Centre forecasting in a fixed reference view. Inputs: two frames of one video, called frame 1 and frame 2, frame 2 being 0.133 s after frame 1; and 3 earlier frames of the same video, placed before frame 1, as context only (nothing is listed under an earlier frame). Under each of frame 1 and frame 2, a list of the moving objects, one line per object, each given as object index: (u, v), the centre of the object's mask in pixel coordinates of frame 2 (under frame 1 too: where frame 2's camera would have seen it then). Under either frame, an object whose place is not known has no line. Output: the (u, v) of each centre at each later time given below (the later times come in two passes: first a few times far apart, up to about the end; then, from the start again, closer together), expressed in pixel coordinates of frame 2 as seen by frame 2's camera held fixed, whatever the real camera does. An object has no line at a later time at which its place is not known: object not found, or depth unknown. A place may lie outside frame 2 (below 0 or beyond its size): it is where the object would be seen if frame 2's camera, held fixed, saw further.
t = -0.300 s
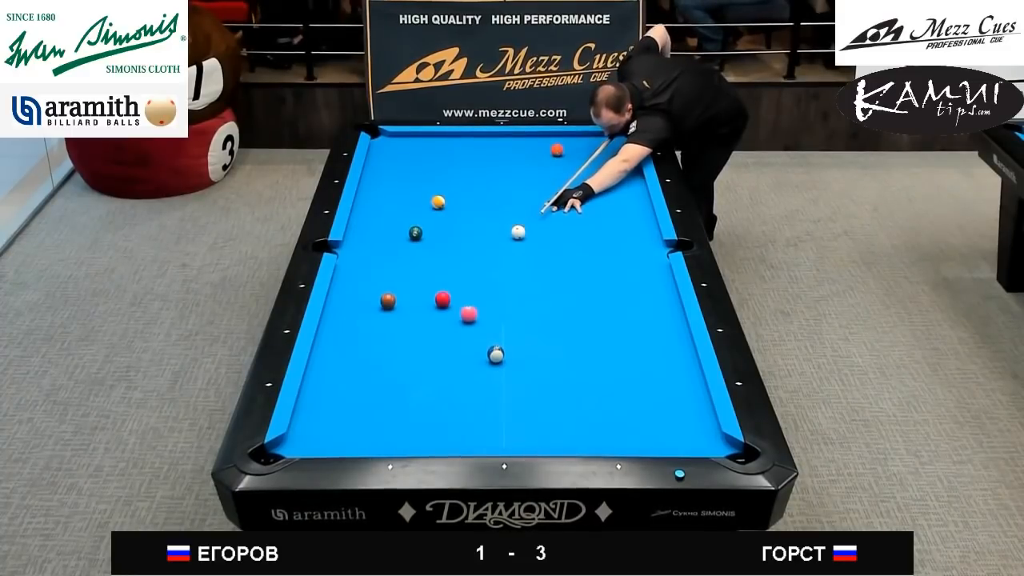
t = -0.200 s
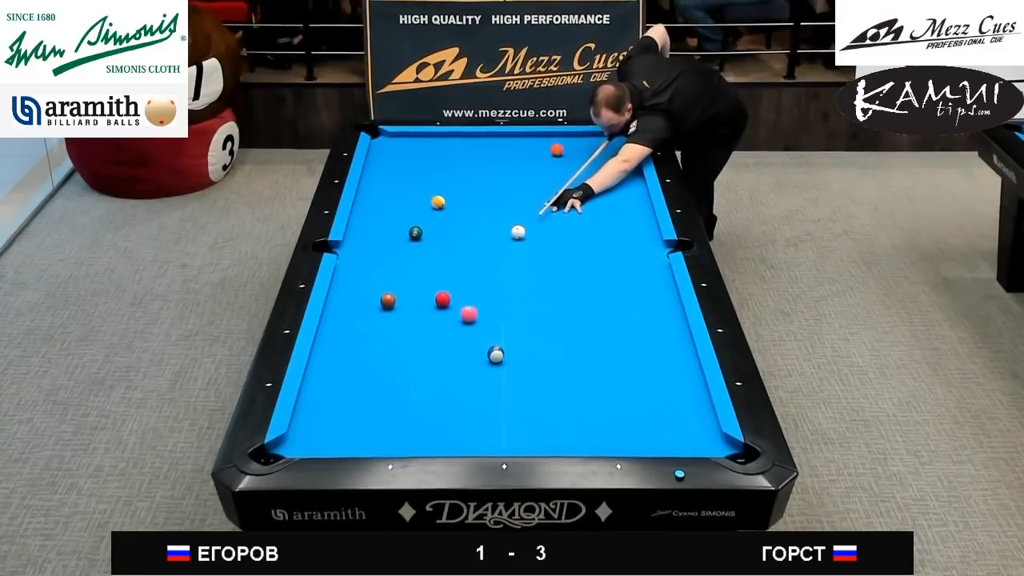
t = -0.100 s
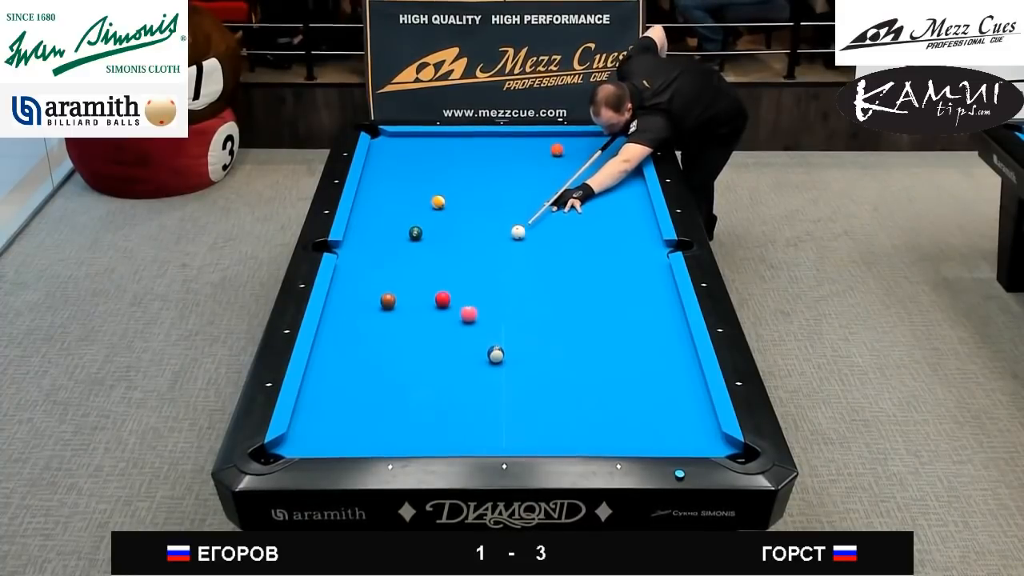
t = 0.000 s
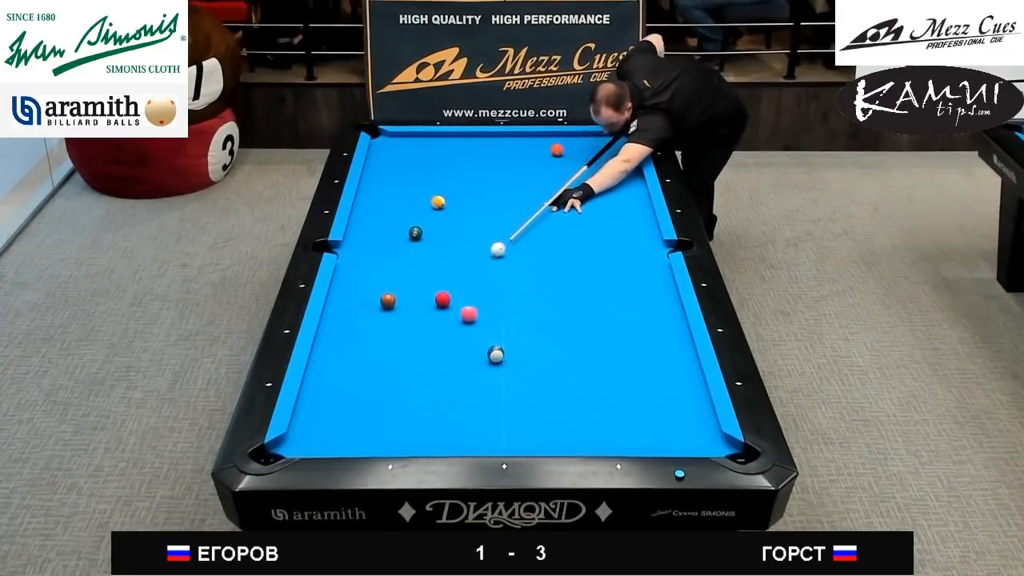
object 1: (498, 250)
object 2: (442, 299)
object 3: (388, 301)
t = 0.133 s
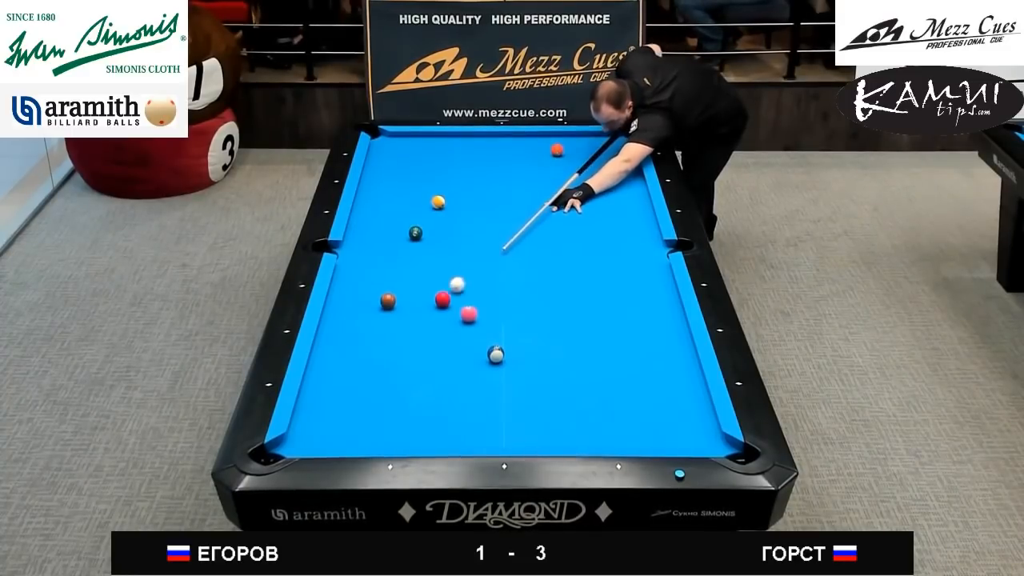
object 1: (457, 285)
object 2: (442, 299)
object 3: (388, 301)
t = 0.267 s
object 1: (441, 292)
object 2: (418, 328)
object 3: (388, 301)
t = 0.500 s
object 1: (427, 293)
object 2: (368, 387)
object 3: (388, 301)
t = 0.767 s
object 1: (412, 293)
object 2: (315, 436)
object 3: (388, 301)
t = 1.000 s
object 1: (401, 293)
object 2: (308, 402)
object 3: (388, 301)
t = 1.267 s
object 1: (389, 290)
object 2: (331, 372)
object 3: (388, 301)
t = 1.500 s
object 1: (378, 292)
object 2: (349, 350)
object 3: (388, 301)
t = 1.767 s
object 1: (370, 293)
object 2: (368, 327)
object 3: (388, 301)
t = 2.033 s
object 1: (362, 293)
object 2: (384, 308)
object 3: (389, 297)
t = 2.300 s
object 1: (356, 293)
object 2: (391, 304)
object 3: (394, 287)
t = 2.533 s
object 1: (351, 294)
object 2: (397, 302)
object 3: (398, 277)
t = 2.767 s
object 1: (348, 294)
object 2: (402, 299)
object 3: (402, 268)
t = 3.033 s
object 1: (346, 294)
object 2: (406, 298)
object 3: (406, 259)
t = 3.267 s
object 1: (345, 294)
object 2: (409, 296)
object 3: (409, 252)
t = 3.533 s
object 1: (345, 295)
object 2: (411, 295)
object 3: (412, 246)
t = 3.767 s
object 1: (345, 294)
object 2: (411, 295)
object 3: (415, 240)
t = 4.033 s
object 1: (345, 294)
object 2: (411, 295)
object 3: (417, 238)
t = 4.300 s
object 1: (345, 295)
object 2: (411, 295)
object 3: (419, 238)
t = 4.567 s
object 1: (345, 295)
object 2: (411, 295)
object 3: (420, 237)
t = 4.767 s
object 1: (345, 295)
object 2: (411, 295)
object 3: (419, 237)
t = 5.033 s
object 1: (345, 295)
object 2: (411, 295)
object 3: (419, 237)
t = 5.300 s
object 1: (345, 295)
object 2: (411, 295)
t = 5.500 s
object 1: (345, 295)
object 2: (411, 295)
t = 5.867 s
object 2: (411, 295)
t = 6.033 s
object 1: (345, 295)
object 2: (411, 295)
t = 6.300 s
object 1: (345, 295)
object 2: (411, 295)
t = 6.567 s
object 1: (345, 295)
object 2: (411, 295)
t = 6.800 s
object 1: (345, 295)
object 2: (411, 295)
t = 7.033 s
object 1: (345, 295)
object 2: (411, 295)
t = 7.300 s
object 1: (345, 295)
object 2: (411, 295)
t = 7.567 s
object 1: (345, 295)
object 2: (411, 295)
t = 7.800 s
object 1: (345, 295)
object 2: (411, 295)
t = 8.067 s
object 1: (345, 295)
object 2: (411, 295)
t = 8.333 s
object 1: (345, 295)
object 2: (411, 295)
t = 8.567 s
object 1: (345, 295)
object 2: (411, 295)
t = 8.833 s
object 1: (345, 295)
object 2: (411, 295)
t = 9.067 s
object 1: (345, 295)
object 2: (411, 295)
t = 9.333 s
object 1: (345, 294)
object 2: (411, 295)
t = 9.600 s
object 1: (345, 295)
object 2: (411, 295)
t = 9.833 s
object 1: (345, 295)
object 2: (411, 295)
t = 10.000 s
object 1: (345, 295)
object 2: (411, 295)
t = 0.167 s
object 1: (449, 291)
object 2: (441, 301)
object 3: (388, 301)
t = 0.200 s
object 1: (446, 292)
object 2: (433, 309)
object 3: (388, 301)
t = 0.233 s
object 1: (443, 292)
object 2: (426, 318)
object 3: (388, 301)
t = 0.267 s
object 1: (441, 292)
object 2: (418, 328)
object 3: (388, 301)
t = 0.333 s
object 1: (437, 292)
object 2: (403, 345)
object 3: (388, 301)
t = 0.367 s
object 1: (435, 292)
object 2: (396, 354)
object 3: (388, 301)
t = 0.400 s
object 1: (433, 292)
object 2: (389, 362)
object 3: (388, 301)
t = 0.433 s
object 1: (431, 292)
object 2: (382, 370)
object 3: (388, 301)
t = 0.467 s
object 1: (429, 292)
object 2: (375, 379)
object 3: (388, 301)
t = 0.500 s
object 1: (427, 293)
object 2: (368, 387)
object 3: (388, 301)
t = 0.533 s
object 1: (425, 293)
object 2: (361, 396)
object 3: (388, 301)
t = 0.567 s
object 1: (423, 293)
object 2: (354, 404)
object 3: (388, 301)
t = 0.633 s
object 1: (420, 293)
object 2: (339, 421)
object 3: (388, 301)
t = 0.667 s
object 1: (418, 293)
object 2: (332, 430)
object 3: (388, 301)
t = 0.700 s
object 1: (416, 293)
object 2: (323, 439)
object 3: (388, 301)
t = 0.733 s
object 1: (414, 293)
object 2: (317, 441)
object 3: (388, 301)
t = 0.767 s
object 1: (412, 293)
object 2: (315, 436)
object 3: (388, 301)
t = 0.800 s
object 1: (411, 293)
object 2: (313, 430)
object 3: (388, 301)
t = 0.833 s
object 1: (409, 293)
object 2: (311, 424)
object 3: (388, 301)
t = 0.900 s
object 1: (406, 293)
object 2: (305, 414)
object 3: (388, 301)
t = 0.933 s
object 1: (404, 293)
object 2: (303, 410)
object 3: (388, 301)
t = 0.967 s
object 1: (403, 293)
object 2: (304, 405)
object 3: (388, 301)
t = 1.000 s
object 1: (401, 293)
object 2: (308, 402)
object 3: (388, 301)
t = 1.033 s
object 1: (400, 292)
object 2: (311, 398)
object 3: (388, 301)
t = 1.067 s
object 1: (398, 292)
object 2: (314, 394)
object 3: (388, 301)
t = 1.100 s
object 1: (397, 292)
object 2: (317, 390)
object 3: (388, 301)
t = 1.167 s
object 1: (394, 291)
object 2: (323, 383)
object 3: (388, 301)
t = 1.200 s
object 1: (393, 291)
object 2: (325, 379)
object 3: (388, 301)
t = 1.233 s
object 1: (391, 290)
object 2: (328, 376)
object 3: (388, 301)
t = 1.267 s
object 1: (389, 290)
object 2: (331, 372)
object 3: (388, 301)
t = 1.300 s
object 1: (388, 290)
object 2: (334, 369)
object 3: (388, 301)
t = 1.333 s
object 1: (386, 290)
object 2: (336, 366)
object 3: (388, 301)
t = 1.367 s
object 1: (384, 290)
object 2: (339, 363)
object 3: (388, 301)
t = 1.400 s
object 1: (382, 291)
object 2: (342, 360)
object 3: (387, 301)
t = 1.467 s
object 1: (380, 292)
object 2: (346, 353)
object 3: (388, 301)
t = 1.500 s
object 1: (378, 292)
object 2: (349, 350)
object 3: (388, 301)
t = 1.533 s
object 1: (377, 292)
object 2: (352, 347)
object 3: (388, 301)
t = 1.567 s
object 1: (376, 293)
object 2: (354, 344)
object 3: (388, 301)
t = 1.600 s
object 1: (375, 293)
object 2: (356, 341)
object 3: (388, 301)
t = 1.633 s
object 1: (374, 293)
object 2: (359, 338)
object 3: (388, 301)
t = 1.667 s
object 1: (373, 293)
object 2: (361, 335)
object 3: (388, 301)
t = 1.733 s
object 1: (371, 293)
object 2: (366, 330)
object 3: (388, 301)
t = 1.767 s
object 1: (370, 293)
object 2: (368, 327)
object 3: (388, 301)
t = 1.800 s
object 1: (369, 293)
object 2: (370, 324)
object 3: (388, 301)
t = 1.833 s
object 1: (368, 293)
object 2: (372, 322)
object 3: (388, 301)
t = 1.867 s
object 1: (367, 293)
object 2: (374, 319)
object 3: (388, 301)
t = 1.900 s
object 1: (366, 293)
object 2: (376, 316)
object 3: (388, 301)
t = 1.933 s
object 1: (365, 293)
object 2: (378, 314)
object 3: (388, 300)
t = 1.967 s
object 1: (364, 293)
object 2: (381, 311)
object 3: (388, 300)
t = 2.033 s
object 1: (362, 293)
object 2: (384, 308)
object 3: (389, 297)
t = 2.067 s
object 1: (361, 293)
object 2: (384, 308)
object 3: (390, 296)
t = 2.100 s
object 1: (360, 293)
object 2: (386, 307)
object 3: (390, 294)
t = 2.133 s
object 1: (360, 293)
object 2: (387, 307)
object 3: (391, 293)
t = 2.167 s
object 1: (359, 293)
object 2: (388, 306)
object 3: (392, 292)
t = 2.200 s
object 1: (358, 293)
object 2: (388, 306)
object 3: (392, 291)
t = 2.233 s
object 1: (357, 293)
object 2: (389, 305)
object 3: (393, 289)
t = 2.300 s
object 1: (356, 293)
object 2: (391, 304)
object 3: (394, 287)
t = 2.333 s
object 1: (355, 294)
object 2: (392, 304)
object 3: (394, 285)
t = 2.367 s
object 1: (354, 294)
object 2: (393, 304)
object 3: (395, 284)
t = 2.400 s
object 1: (354, 294)
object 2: (394, 303)
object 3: (396, 282)
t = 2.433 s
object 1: (353, 294)
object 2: (395, 303)
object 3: (396, 281)
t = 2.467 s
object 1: (352, 294)
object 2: (395, 303)
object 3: (397, 280)
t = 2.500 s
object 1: (352, 294)
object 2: (396, 302)
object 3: (398, 278)
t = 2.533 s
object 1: (351, 294)
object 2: (397, 302)
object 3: (398, 277)
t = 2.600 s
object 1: (350, 294)
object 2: (398, 301)
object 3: (399, 275)
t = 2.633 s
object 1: (350, 294)
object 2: (399, 301)
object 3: (400, 273)
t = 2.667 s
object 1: (350, 294)
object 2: (400, 300)
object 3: (400, 272)
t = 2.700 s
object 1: (349, 294)
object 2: (400, 300)
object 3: (401, 271)
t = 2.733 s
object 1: (348, 294)
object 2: (401, 299)
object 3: (401, 270)
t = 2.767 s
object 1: (348, 294)
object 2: (402, 299)
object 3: (402, 268)
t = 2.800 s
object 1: (348, 294)
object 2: (402, 299)
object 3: (402, 267)
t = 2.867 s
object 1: (347, 294)
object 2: (403, 299)
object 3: (403, 265)
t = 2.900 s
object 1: (347, 294)
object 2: (404, 298)
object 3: (404, 264)
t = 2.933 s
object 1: (347, 294)
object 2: (404, 298)
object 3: (404, 263)
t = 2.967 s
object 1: (346, 294)
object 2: (405, 298)
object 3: (405, 262)
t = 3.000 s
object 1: (346, 294)
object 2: (405, 298)
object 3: (405, 261)
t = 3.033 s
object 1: (346, 294)
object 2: (406, 298)
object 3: (406, 259)
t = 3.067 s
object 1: (346, 294)
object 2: (406, 297)
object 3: (406, 258)
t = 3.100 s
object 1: (346, 294)
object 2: (407, 297)
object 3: (407, 258)
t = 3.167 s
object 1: (345, 294)
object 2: (408, 297)
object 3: (408, 256)
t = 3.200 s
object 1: (345, 294)
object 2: (408, 296)
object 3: (408, 254)
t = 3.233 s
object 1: (345, 294)
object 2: (408, 296)
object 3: (409, 253)
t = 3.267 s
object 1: (345, 294)
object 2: (409, 296)
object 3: (409, 252)
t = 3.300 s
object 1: (345, 294)
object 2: (409, 296)
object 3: (410, 252)
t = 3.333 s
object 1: (345, 294)
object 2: (409, 296)
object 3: (410, 251)
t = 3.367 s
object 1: (345, 294)
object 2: (409, 295)
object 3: (410, 250)
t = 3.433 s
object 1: (345, 294)
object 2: (410, 295)
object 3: (411, 248)
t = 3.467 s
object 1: (345, 294)
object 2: (410, 295)
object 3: (412, 247)
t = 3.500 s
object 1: (345, 295)
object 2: (410, 295)
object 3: (412, 246)
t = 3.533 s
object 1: (345, 295)
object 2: (411, 295)
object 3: (412, 246)
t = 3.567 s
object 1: (345, 294)
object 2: (411, 295)
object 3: (413, 245)
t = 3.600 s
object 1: (345, 294)
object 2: (411, 295)
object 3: (413, 244)
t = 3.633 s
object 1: (345, 295)
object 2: (411, 295)
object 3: (414, 244)
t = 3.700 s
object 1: (345, 294)
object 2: (411, 295)
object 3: (415, 242)
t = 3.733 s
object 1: (345, 294)
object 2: (411, 295)
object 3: (415, 241)
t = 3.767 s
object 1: (345, 294)
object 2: (411, 295)
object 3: (415, 240)
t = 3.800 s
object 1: (345, 294)
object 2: (411, 295)
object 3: (415, 240)
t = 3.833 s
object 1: (345, 294)
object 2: (411, 295)
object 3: (416, 239)
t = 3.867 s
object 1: (345, 294)
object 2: (411, 295)
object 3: (416, 239)
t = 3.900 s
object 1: (345, 295)
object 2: (411, 295)
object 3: (416, 239)
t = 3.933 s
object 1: (345, 295)
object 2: (411, 295)
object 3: (417, 239)
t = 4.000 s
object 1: (345, 295)
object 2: (411, 295)
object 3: (417, 239)
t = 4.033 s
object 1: (345, 294)
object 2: (411, 295)
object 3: (417, 238)
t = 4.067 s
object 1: (345, 295)
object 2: (411, 295)
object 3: (418, 238)
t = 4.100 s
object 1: (345, 295)
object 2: (411, 295)
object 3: (418, 238)
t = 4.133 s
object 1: (345, 295)
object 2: (411, 295)
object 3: (418, 238)
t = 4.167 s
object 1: (345, 295)
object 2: (411, 295)
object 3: (418, 238)
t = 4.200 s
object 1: (345, 295)
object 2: (411, 295)
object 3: (418, 238)
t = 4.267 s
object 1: (345, 295)
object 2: (411, 295)
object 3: (419, 238)
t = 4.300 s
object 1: (345, 295)
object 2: (411, 295)
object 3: (419, 238)
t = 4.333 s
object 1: (345, 295)
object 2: (411, 295)
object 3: (419, 237)
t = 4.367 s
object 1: (345, 295)
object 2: (411, 295)
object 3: (419, 238)
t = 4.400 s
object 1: (345, 295)
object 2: (411, 295)
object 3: (419, 237)
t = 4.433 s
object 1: (345, 295)
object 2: (411, 295)
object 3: (419, 237)
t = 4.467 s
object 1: (345, 295)
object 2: (411, 295)
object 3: (419, 237)
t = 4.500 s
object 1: (345, 295)
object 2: (411, 295)
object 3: (420, 237)
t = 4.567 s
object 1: (345, 295)
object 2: (411, 295)
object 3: (420, 237)
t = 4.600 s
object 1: (345, 295)
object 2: (411, 295)
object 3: (420, 237)
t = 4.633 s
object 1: (345, 295)
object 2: (411, 295)
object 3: (419, 237)
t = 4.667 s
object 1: (345, 295)
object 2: (411, 295)
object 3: (419, 237)
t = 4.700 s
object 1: (345, 295)
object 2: (411, 295)
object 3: (419, 237)
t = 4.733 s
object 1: (345, 295)
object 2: (411, 295)
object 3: (419, 237)
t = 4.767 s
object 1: (345, 295)
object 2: (411, 295)
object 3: (419, 237)
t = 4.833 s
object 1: (345, 295)
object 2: (411, 295)
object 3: (419, 237)
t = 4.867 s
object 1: (345, 295)
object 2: (411, 295)
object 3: (419, 237)
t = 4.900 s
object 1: (345, 294)
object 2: (411, 295)
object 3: (419, 237)
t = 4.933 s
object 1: (345, 294)
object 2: (411, 295)
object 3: (419, 237)
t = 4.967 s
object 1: (345, 295)
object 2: (411, 295)
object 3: (419, 237)
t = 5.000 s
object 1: (345, 295)
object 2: (411, 295)
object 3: (419, 237)
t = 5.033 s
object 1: (345, 295)
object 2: (411, 295)
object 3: (419, 237)
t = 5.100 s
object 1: (345, 295)
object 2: (411, 295)
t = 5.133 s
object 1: (345, 295)
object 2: (411, 295)
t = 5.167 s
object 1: (345, 295)
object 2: (411, 295)
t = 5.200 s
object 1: (345, 295)
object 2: (411, 295)
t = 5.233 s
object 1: (345, 295)
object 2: (411, 295)
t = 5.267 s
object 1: (345, 295)
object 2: (411, 295)
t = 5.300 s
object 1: (345, 295)
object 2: (411, 295)
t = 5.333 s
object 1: (345, 295)
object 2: (411, 295)
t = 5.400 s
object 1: (345, 295)
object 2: (411, 295)
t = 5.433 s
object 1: (345, 295)
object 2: (411, 295)
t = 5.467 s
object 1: (345, 295)
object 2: (411, 295)
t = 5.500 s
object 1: (345, 295)
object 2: (411, 295)
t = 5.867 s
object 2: (411, 295)
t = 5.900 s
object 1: (349, 293)
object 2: (411, 295)
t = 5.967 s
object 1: (345, 295)
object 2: (411, 295)
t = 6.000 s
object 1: (345, 295)
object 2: (411, 295)
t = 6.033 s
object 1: (345, 295)
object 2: (411, 295)
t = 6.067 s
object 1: (345, 295)
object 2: (411, 295)
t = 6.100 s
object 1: (345, 295)
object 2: (411, 294)
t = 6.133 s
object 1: (345, 295)
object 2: (411, 295)
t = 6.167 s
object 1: (345, 295)
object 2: (411, 295)
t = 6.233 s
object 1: (345, 295)
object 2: (411, 295)
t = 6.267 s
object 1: (345, 295)
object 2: (411, 295)
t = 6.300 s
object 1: (345, 295)
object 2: (411, 295)
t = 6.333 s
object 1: (345, 295)
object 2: (411, 295)
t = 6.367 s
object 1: (345, 295)
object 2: (411, 295)
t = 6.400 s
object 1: (345, 295)
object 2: (411, 295)
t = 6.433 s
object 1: (345, 295)
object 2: (411, 295)
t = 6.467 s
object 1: (345, 295)
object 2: (411, 295)
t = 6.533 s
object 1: (345, 295)
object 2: (411, 295)
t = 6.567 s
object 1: (345, 295)
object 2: (411, 295)
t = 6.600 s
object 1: (345, 295)
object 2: (411, 295)
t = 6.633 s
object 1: (345, 295)
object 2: (411, 295)
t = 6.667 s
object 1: (345, 295)
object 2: (411, 295)
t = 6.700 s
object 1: (345, 295)
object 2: (411, 295)
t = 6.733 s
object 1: (345, 295)
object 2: (411, 295)
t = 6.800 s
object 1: (345, 295)
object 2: (411, 295)
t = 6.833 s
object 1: (345, 295)
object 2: (411, 295)
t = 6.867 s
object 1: (345, 295)
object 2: (411, 295)
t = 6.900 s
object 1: (345, 295)
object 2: (411, 295)
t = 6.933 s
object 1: (345, 295)
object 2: (411, 295)
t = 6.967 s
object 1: (345, 295)
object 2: (411, 295)
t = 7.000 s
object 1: (345, 295)
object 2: (411, 295)
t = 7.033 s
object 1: (345, 295)
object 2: (411, 295)
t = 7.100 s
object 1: (345, 295)
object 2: (411, 295)
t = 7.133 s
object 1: (345, 295)
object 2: (411, 295)
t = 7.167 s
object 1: (345, 295)
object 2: (411, 295)
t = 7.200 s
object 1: (345, 295)
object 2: (411, 295)
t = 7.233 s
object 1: (345, 295)
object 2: (411, 295)
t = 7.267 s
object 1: (345, 295)
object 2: (411, 295)
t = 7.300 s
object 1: (345, 295)
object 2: (411, 295)
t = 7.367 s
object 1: (345, 295)
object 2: (411, 295)
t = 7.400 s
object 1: (345, 295)
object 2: (411, 295)
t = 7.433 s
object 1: (345, 295)
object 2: (411, 295)
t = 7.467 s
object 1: (345, 295)
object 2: (411, 295)
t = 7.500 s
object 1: (345, 295)
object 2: (411, 295)
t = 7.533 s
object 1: (345, 295)
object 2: (411, 295)
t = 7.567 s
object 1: (345, 295)
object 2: (411, 295)
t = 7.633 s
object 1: (345, 295)
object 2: (411, 295)
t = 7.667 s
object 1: (345, 295)
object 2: (411, 295)
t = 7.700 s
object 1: (345, 295)
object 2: (411, 295)
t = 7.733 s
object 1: (345, 295)
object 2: (411, 295)
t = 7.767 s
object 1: (345, 295)
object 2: (411, 295)
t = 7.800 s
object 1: (345, 295)
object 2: (411, 295)
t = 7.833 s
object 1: (345, 295)
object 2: (411, 295)
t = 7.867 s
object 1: (345, 295)
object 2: (411, 295)
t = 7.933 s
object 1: (345, 295)
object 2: (411, 295)
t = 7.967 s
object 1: (345, 295)
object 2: (411, 295)
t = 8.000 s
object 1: (345, 295)
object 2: (411, 295)
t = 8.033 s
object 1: (345, 295)
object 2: (411, 295)
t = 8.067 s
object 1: (345, 295)
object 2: (411, 295)
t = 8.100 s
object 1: (345, 295)
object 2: (411, 295)
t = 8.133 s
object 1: (345, 295)
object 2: (411, 295)
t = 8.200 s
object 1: (345, 295)
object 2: (411, 295)
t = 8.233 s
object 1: (345, 295)
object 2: (411, 295)
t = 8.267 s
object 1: (345, 295)
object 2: (411, 295)
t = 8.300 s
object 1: (345, 295)
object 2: (411, 295)
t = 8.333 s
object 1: (345, 295)
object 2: (411, 295)
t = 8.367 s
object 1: (345, 295)
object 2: (411, 295)
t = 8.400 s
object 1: (345, 295)
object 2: (411, 295)
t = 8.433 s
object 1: (345, 295)
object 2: (411, 295)
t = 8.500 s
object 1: (345, 295)
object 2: (411, 295)
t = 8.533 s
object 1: (345, 295)
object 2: (411, 295)
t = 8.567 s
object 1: (345, 295)
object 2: (411, 295)
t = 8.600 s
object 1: (345, 295)
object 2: (411, 295)
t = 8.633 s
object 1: (345, 295)
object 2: (411, 295)
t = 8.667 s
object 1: (345, 295)
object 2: (411, 295)
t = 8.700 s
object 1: (345, 295)
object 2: (411, 295)
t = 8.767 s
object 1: (345, 295)
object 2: (411, 295)
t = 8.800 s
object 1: (345, 295)
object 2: (411, 295)
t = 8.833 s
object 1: (345, 295)
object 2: (411, 295)
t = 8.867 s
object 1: (345, 295)
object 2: (411, 295)
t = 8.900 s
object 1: (345, 295)
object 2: (411, 295)
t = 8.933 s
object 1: (345, 295)
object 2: (411, 295)
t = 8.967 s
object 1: (345, 295)
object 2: (411, 295)
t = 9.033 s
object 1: (345, 295)
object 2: (411, 295)
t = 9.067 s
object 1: (345, 295)
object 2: (411, 295)
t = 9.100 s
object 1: (345, 295)
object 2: (411, 295)
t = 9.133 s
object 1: (345, 295)
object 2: (411, 295)
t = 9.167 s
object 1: (345, 295)
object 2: (411, 295)
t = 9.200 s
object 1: (345, 295)
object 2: (411, 295)
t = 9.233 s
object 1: (345, 295)
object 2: (411, 295)
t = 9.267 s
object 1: (345, 295)
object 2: (411, 295)
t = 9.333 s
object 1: (345, 294)
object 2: (411, 295)
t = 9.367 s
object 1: (345, 295)
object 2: (411, 295)
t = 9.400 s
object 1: (345, 294)
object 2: (411, 295)
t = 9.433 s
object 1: (345, 295)
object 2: (411, 295)
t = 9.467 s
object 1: (345, 295)
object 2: (411, 295)
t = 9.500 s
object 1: (345, 295)
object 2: (411, 295)
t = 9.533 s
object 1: (345, 295)
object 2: (411, 295)
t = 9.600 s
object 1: (345, 295)
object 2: (411, 295)
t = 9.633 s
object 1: (345, 295)
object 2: (411, 295)
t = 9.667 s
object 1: (345, 295)
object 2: (411, 295)
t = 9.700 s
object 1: (345, 295)
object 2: (411, 295)
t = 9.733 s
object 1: (345, 295)
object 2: (411, 295)
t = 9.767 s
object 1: (345, 295)
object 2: (411, 295)
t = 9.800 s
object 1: (345, 295)
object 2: (411, 295)
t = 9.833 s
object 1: (345, 295)
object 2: (411, 295)
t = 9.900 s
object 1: (345, 295)
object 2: (411, 295)
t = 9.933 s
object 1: (345, 295)
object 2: (411, 295)
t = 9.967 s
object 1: (345, 295)
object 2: (411, 295)
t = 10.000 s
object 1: (345, 295)
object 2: (411, 295)
